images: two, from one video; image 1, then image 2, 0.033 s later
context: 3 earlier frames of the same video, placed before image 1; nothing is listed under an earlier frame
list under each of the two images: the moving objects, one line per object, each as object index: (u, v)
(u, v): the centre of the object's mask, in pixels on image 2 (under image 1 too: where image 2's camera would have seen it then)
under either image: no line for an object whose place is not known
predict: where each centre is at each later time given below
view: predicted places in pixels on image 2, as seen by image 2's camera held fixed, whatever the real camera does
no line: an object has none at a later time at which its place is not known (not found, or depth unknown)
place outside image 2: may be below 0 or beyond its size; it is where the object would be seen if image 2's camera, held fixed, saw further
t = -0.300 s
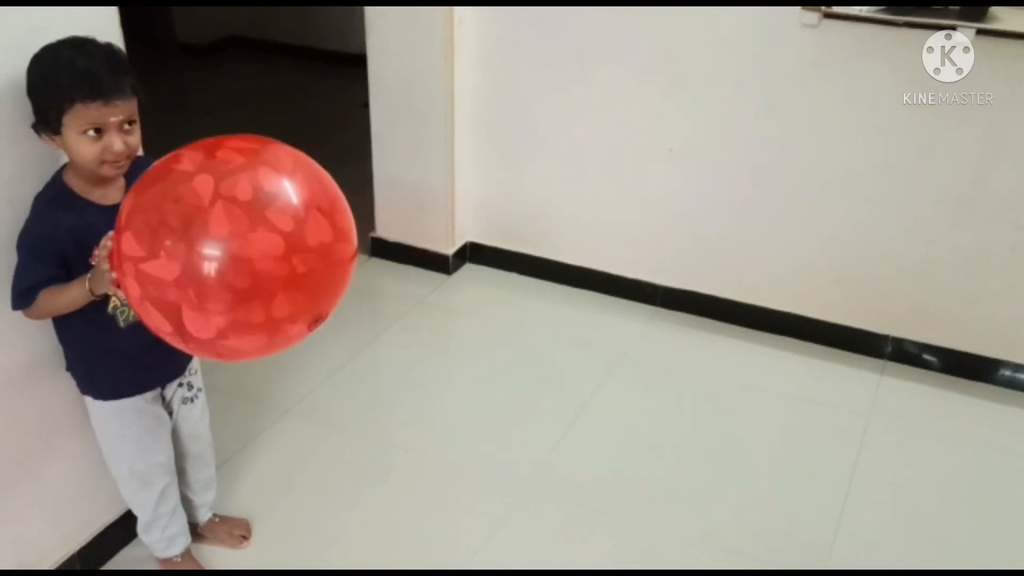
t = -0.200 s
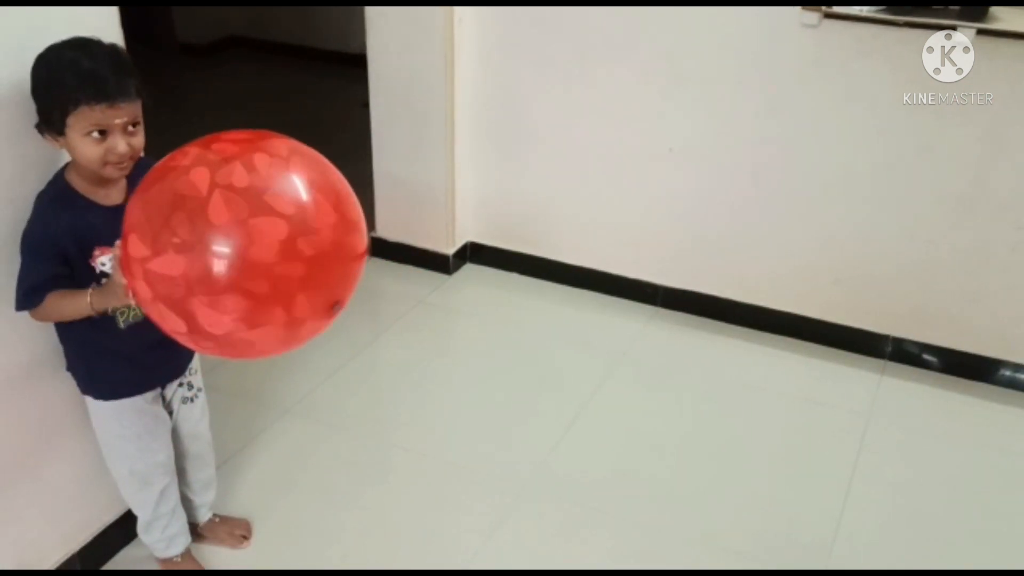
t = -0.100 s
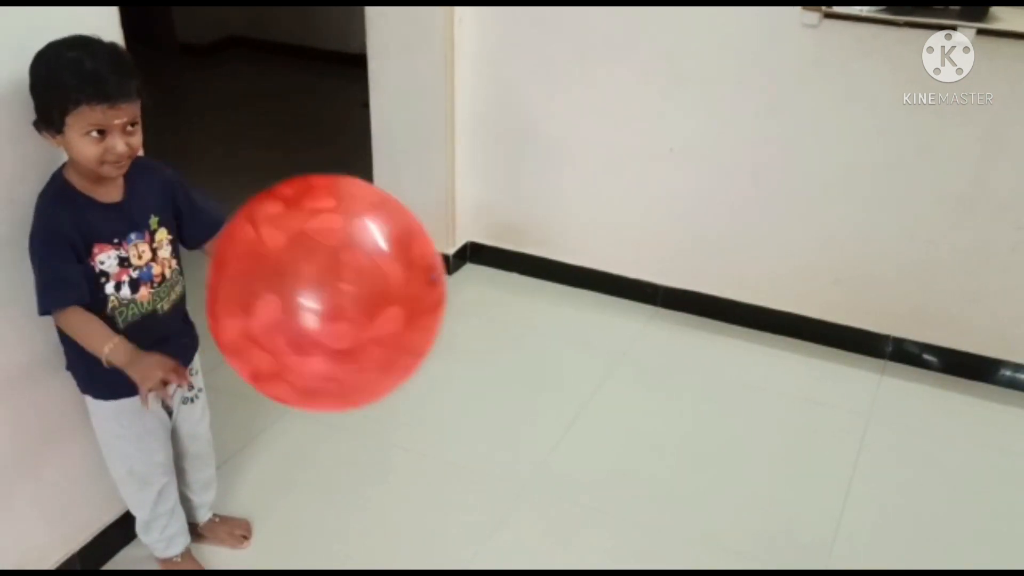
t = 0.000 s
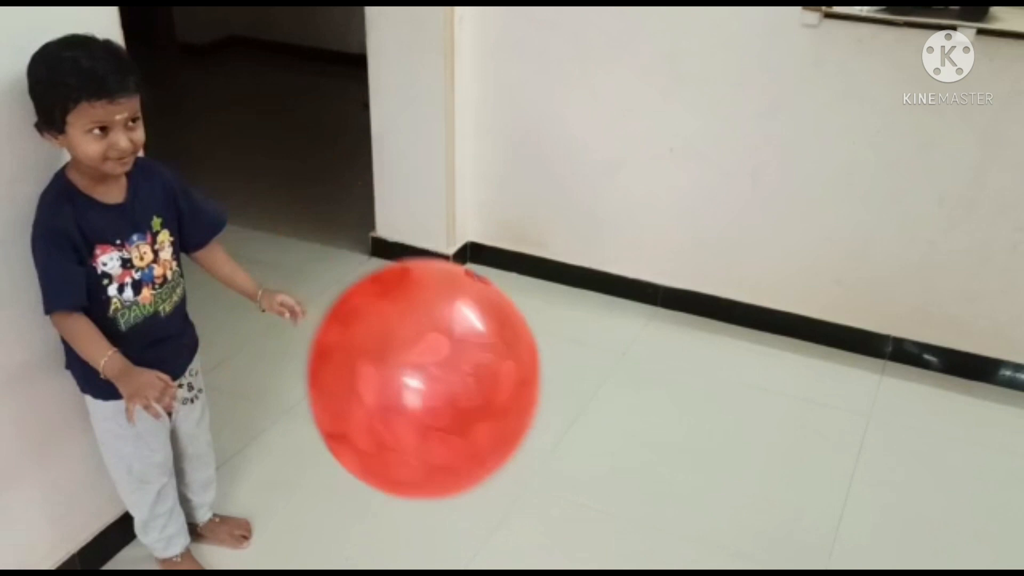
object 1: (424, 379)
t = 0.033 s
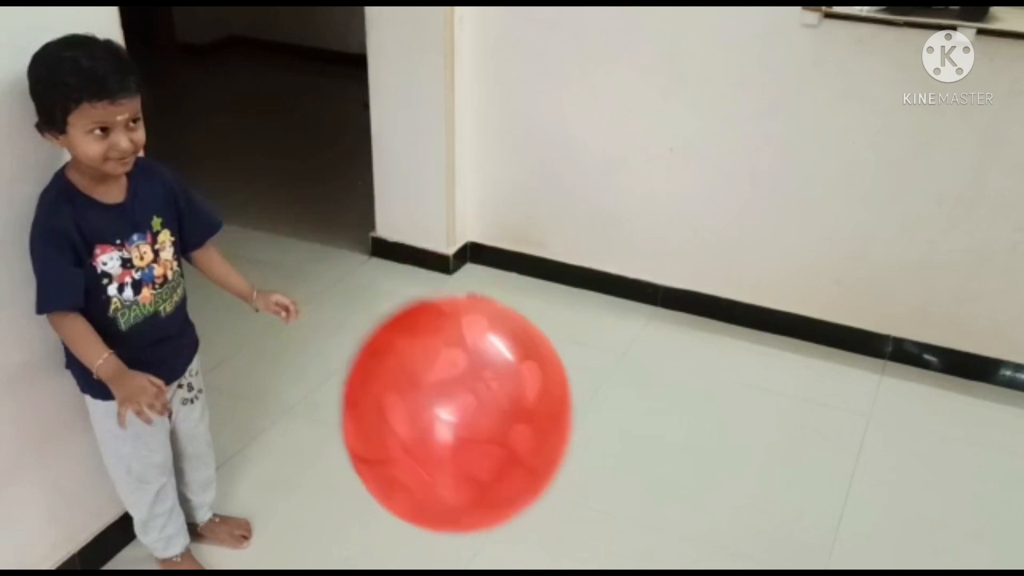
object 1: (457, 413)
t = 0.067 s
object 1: (489, 450)
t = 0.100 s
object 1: (520, 477)
